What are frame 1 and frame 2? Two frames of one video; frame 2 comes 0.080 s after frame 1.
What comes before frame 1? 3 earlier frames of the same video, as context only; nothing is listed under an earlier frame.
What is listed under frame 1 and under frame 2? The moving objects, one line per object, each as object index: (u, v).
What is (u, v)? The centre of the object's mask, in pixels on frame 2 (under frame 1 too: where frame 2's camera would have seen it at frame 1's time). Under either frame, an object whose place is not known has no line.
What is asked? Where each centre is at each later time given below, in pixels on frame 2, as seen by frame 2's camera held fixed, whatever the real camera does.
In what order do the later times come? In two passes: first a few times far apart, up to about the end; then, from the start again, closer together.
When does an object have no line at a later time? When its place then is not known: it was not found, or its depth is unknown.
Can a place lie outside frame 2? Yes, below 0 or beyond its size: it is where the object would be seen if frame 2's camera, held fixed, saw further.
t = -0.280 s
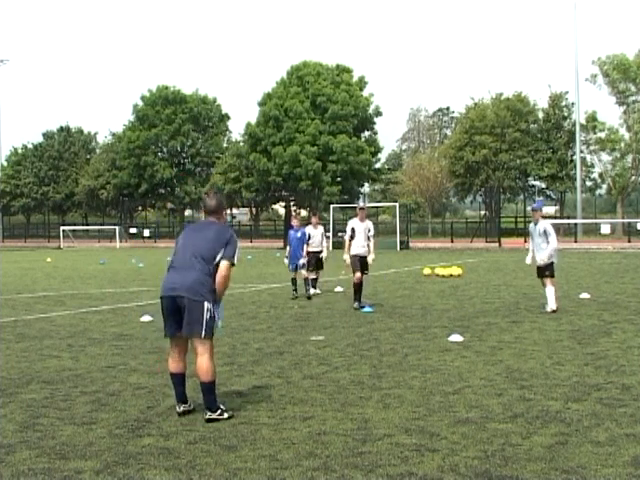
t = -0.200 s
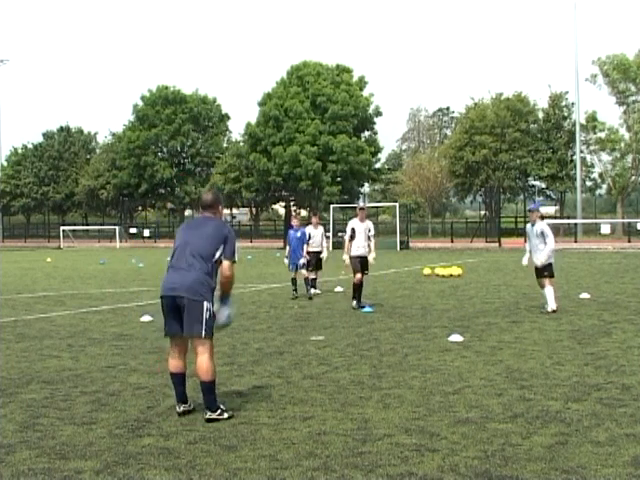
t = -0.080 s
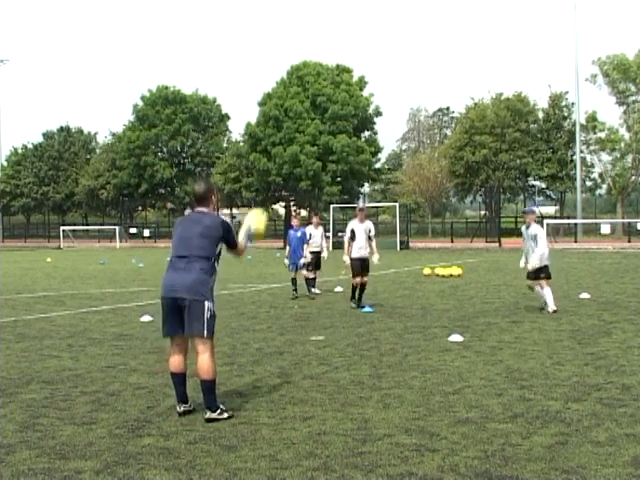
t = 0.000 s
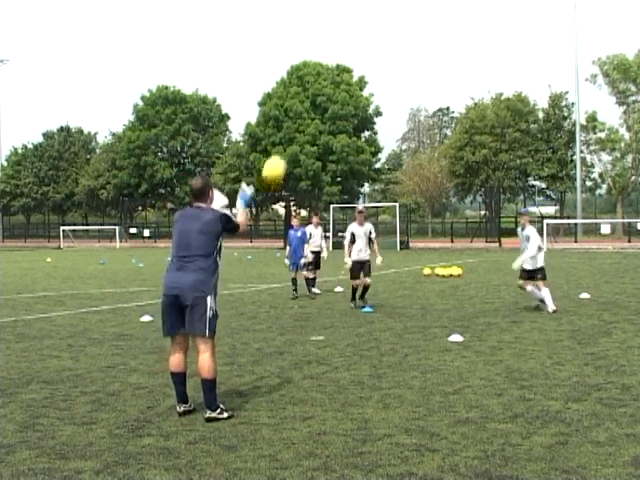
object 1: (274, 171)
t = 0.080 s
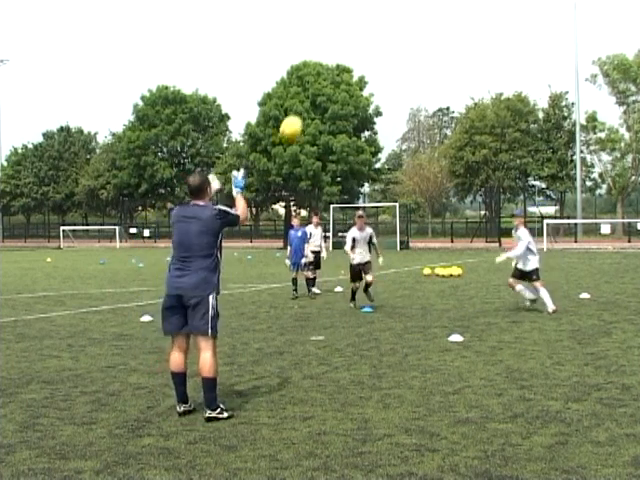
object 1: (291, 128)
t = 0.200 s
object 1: (313, 86)
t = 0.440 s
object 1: (348, 57)
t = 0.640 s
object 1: (371, 70)
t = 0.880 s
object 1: (392, 115)
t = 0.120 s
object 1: (298, 112)
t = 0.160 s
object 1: (305, 98)
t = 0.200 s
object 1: (313, 86)
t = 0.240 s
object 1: (319, 77)
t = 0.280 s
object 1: (325, 69)
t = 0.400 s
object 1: (343, 57)
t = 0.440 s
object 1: (348, 57)
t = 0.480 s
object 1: (353, 57)
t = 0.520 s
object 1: (358, 59)
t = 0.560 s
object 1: (362, 61)
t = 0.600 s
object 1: (366, 64)
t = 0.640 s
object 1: (371, 70)
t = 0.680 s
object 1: (375, 74)
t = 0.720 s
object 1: (378, 81)
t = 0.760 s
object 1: (382, 88)
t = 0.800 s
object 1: (386, 96)
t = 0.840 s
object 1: (390, 106)
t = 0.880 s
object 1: (392, 115)
